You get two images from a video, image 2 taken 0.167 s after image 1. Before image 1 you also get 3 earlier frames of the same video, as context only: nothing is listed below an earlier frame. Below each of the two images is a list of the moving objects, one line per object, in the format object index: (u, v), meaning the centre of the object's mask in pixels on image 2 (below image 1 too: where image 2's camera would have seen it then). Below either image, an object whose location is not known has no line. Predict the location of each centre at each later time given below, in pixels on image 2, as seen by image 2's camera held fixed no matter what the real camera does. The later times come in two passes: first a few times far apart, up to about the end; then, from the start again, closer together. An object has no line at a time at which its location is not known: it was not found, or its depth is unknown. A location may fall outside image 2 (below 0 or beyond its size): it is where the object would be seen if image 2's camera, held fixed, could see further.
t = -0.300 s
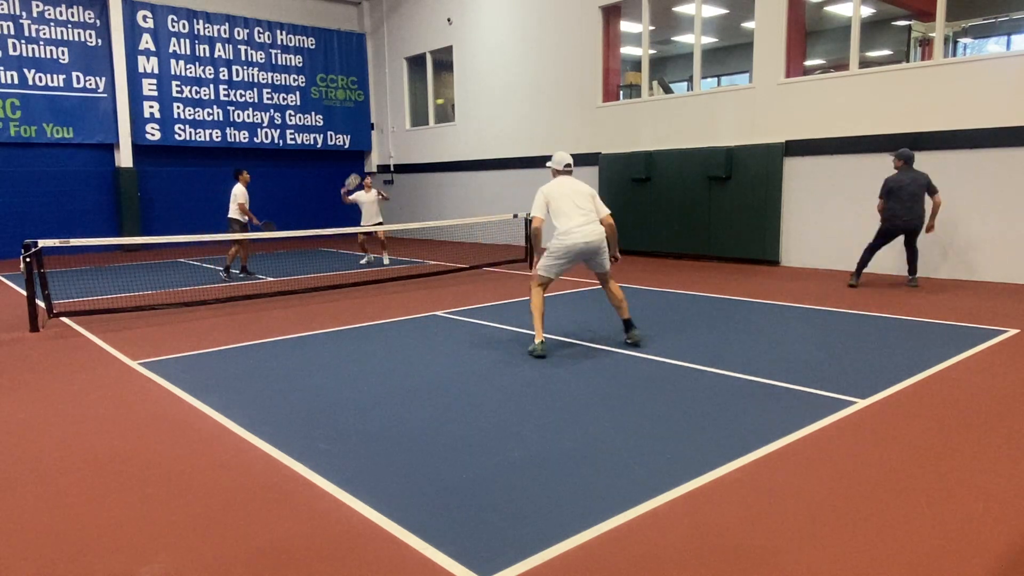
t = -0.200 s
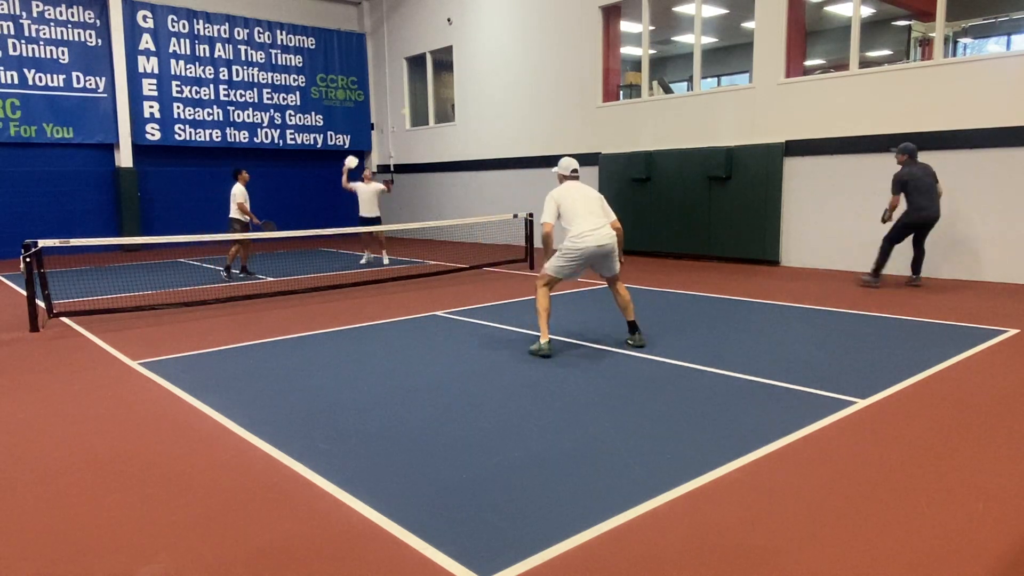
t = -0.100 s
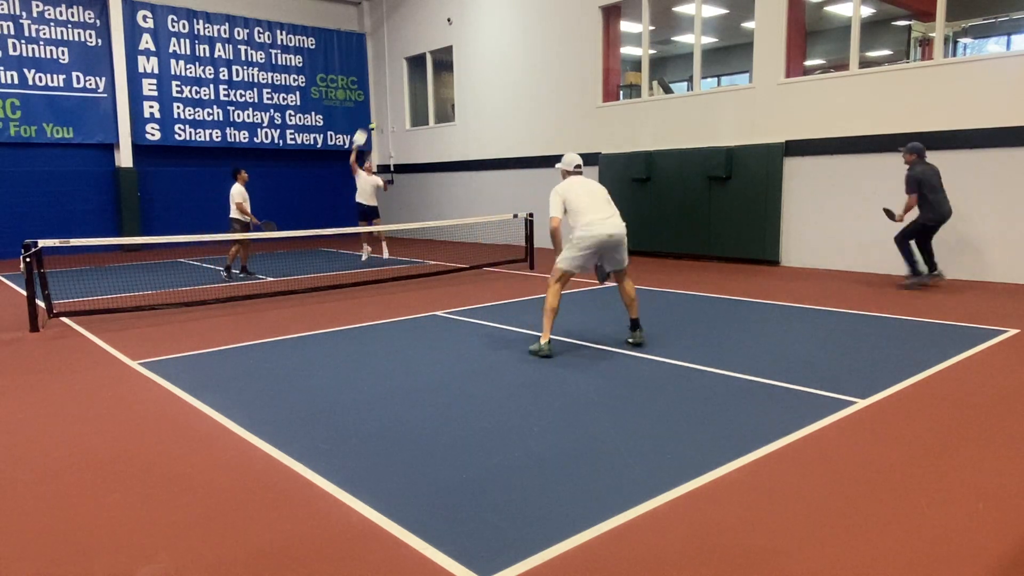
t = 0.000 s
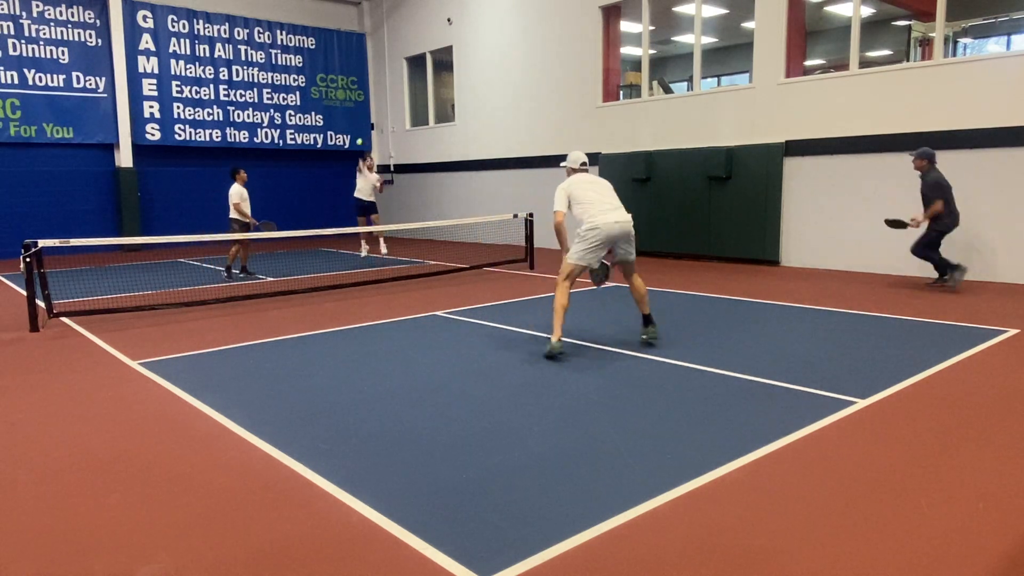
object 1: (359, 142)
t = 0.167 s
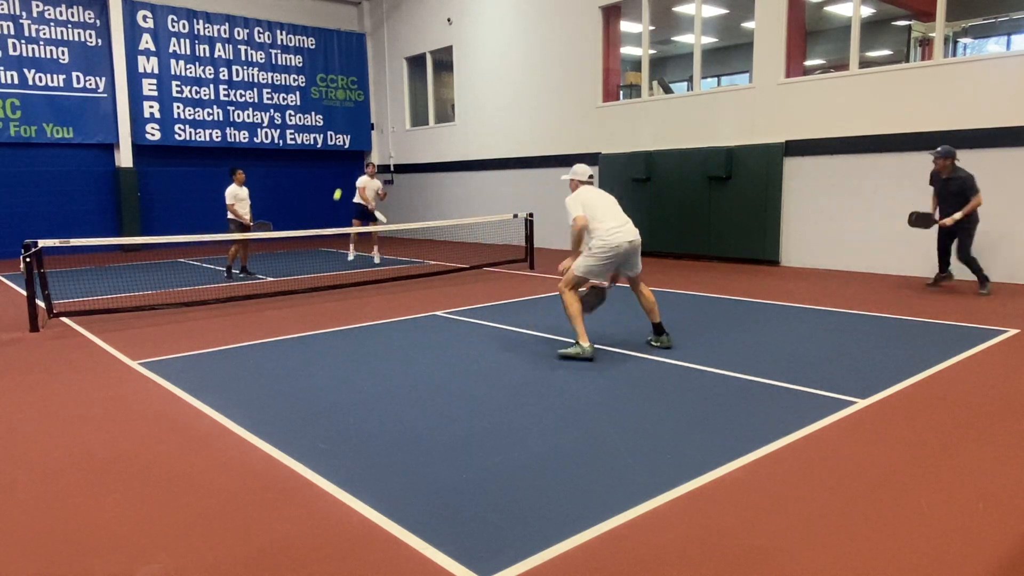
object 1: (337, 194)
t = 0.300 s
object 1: (308, 283)
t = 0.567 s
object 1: (201, 335)
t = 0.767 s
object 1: (7, 369)
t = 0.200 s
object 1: (331, 211)
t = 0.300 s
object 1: (308, 283)
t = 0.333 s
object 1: (298, 315)
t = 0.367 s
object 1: (285, 354)
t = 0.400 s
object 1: (274, 374)
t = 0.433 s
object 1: (262, 364)
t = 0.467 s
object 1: (250, 355)
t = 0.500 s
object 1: (236, 346)
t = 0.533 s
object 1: (219, 339)
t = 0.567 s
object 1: (201, 335)
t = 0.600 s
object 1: (179, 331)
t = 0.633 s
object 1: (154, 331)
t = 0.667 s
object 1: (125, 333)
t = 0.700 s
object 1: (88, 341)
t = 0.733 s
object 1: (45, 353)
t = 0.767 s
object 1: (7, 369)
